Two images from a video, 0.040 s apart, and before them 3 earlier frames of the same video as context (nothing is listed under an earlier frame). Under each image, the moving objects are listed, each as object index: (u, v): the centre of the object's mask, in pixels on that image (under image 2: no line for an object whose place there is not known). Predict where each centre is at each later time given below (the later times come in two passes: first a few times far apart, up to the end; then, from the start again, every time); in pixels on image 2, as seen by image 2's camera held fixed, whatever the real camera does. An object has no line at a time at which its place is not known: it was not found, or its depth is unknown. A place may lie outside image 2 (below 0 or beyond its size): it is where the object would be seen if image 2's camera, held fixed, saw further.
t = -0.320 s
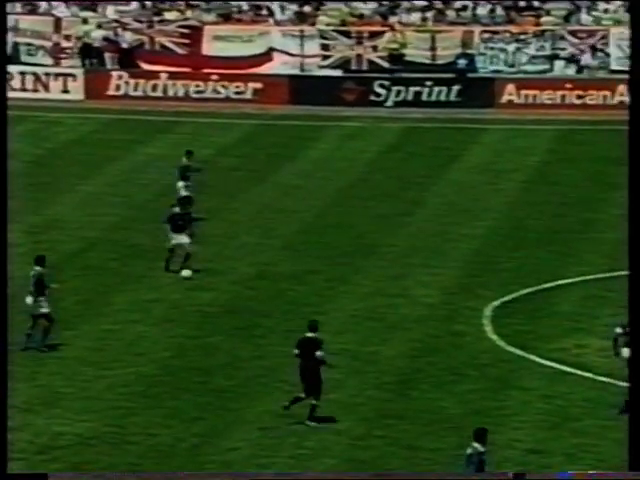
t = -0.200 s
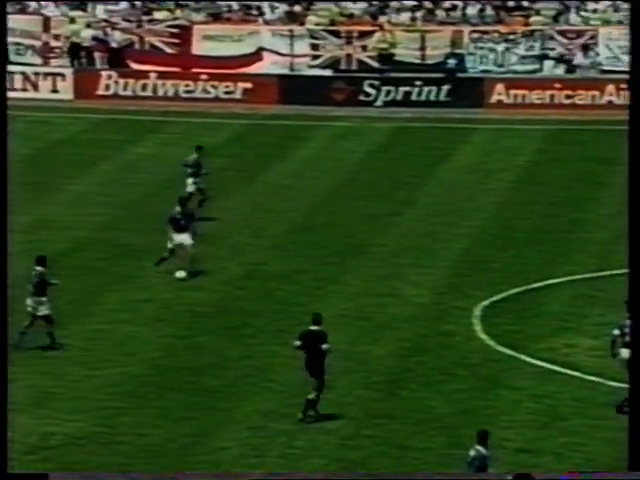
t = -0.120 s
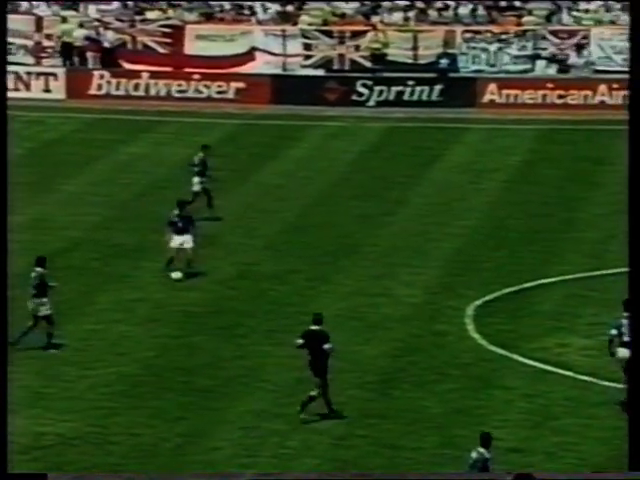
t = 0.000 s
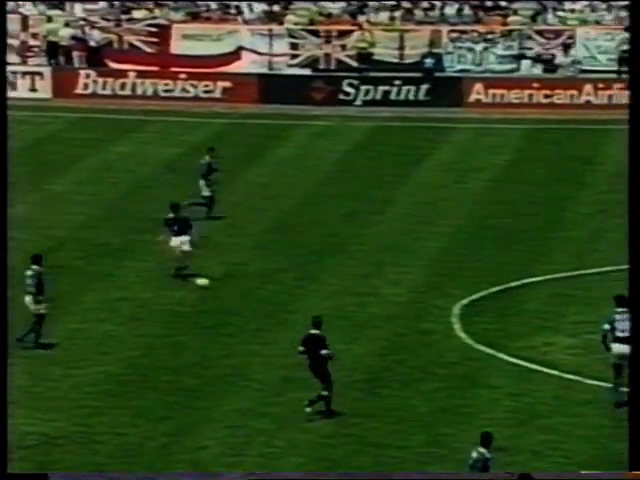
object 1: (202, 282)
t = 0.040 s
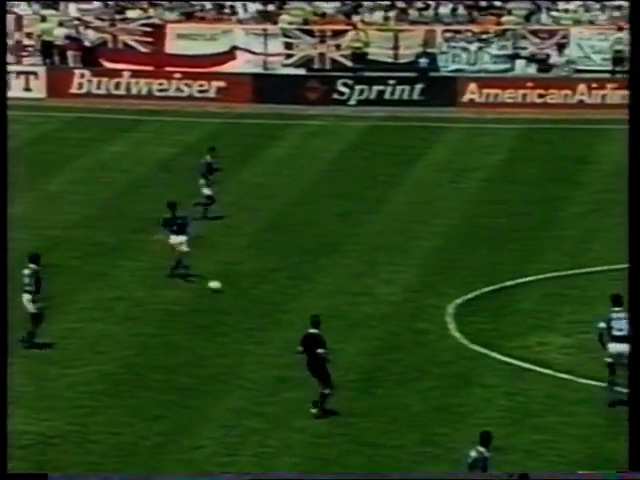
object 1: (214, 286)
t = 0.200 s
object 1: (284, 300)
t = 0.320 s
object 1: (328, 312)
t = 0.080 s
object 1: (233, 289)
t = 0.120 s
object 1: (251, 295)
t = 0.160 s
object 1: (268, 298)
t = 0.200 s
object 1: (284, 300)
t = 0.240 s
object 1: (300, 305)
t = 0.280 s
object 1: (317, 309)
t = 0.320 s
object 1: (328, 312)
